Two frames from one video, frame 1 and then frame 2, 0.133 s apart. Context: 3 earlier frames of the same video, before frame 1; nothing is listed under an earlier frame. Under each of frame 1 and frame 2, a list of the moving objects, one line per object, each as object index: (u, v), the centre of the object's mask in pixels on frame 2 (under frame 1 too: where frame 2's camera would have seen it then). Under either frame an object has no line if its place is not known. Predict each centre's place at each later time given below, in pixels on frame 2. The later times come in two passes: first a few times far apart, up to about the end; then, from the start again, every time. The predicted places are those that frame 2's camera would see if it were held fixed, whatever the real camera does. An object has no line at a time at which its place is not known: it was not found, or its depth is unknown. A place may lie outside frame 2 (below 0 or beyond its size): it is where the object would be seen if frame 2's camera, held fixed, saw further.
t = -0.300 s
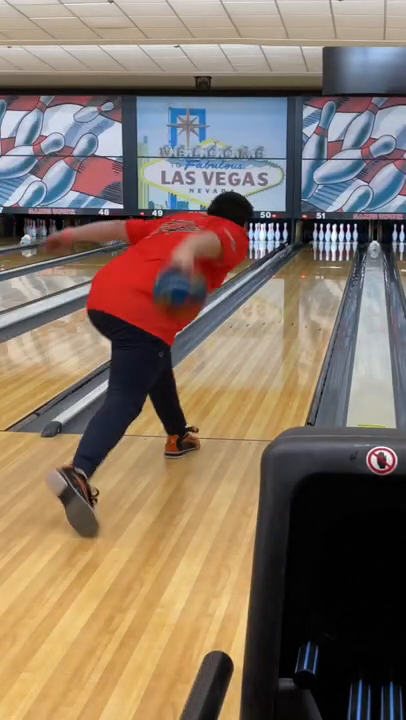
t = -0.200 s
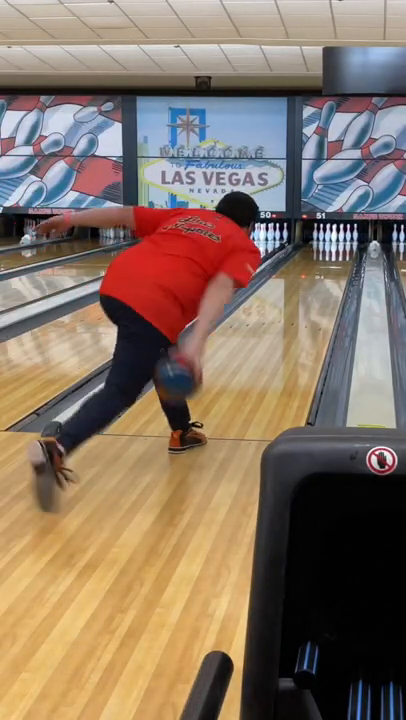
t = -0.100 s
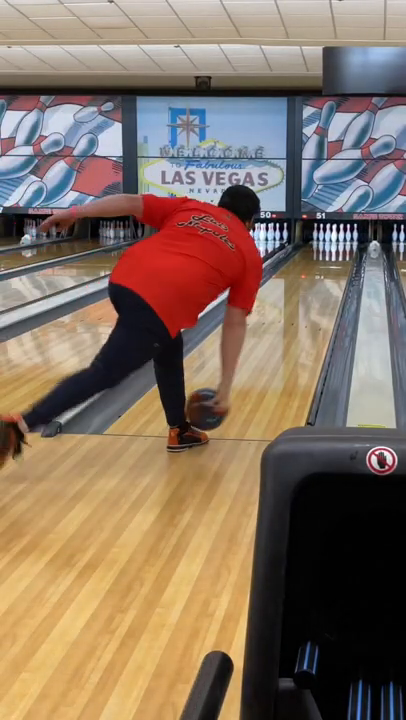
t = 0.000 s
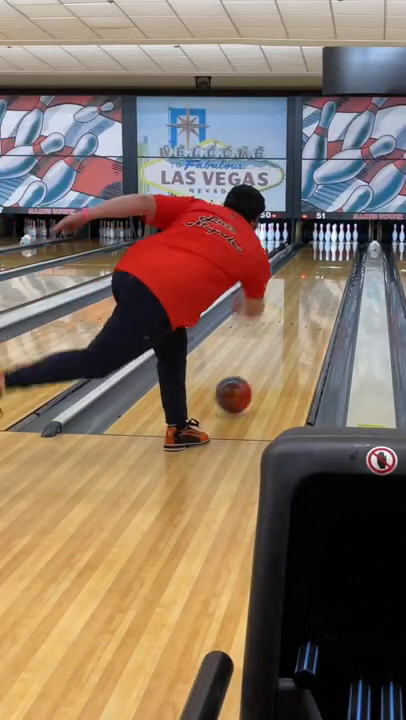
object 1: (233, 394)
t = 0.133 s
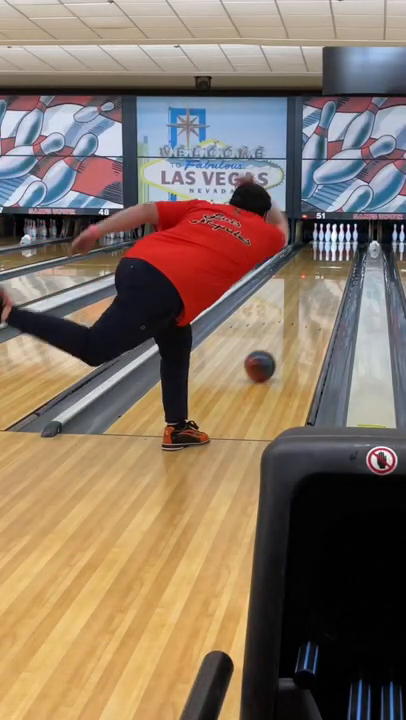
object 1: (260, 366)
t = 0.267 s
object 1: (279, 342)
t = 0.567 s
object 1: (309, 307)
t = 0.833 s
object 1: (325, 287)
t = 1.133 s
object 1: (338, 271)
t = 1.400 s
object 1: (344, 260)
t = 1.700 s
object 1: (347, 252)
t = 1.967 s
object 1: (348, 251)
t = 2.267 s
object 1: (340, 241)
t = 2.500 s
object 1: (337, 237)
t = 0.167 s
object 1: (265, 359)
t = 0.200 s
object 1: (270, 353)
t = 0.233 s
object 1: (275, 348)
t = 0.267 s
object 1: (279, 342)
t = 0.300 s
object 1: (283, 338)
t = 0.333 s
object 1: (287, 333)
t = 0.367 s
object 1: (291, 329)
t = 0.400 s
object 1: (294, 325)
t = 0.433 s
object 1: (298, 321)
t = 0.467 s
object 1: (301, 317)
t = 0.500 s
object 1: (304, 313)
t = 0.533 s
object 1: (308, 311)
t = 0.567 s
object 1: (309, 307)
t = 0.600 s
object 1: (311, 304)
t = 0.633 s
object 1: (313, 301)
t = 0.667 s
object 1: (316, 298)
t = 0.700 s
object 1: (318, 296)
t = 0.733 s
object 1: (320, 293)
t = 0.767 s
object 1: (322, 291)
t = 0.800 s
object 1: (324, 289)
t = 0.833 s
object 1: (325, 287)
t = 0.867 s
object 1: (327, 285)
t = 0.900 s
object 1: (328, 283)
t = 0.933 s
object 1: (330, 281)
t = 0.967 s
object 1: (331, 279)
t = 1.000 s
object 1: (333, 278)
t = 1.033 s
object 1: (334, 276)
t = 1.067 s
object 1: (335, 274)
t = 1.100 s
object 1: (336, 272)
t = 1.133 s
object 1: (338, 271)
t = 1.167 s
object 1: (339, 269)
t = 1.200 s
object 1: (340, 268)
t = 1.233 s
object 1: (341, 267)
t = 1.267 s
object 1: (341, 265)
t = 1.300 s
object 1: (342, 264)
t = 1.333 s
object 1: (343, 262)
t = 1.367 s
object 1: (343, 261)
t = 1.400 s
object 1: (344, 260)
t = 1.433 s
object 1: (345, 259)
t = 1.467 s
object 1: (345, 258)
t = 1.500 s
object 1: (346, 257)
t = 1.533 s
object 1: (346, 256)
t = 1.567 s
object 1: (347, 255)
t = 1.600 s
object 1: (347, 255)
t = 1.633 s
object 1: (347, 254)
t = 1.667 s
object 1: (347, 253)
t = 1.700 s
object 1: (347, 252)
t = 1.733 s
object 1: (347, 252)
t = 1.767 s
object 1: (347, 252)
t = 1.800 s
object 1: (347, 252)
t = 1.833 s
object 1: (347, 251)
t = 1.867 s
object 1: (348, 248)
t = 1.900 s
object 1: (347, 248)
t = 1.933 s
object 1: (348, 247)
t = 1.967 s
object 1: (348, 251)
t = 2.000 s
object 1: (348, 250)
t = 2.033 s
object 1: (347, 250)
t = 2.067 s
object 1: (345, 245)
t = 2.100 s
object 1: (345, 247)
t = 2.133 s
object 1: (344, 242)
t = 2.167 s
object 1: (342, 248)
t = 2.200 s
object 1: (340, 243)
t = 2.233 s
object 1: (341, 242)
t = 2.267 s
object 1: (340, 241)
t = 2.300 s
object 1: (340, 241)
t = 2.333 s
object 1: (339, 239)
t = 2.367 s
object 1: (339, 240)
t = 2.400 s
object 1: (337, 237)
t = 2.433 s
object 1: (338, 237)
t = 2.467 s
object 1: (338, 238)
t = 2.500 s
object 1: (337, 237)
